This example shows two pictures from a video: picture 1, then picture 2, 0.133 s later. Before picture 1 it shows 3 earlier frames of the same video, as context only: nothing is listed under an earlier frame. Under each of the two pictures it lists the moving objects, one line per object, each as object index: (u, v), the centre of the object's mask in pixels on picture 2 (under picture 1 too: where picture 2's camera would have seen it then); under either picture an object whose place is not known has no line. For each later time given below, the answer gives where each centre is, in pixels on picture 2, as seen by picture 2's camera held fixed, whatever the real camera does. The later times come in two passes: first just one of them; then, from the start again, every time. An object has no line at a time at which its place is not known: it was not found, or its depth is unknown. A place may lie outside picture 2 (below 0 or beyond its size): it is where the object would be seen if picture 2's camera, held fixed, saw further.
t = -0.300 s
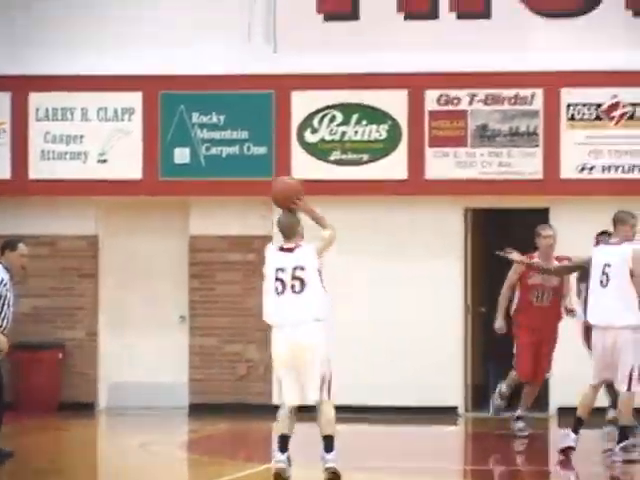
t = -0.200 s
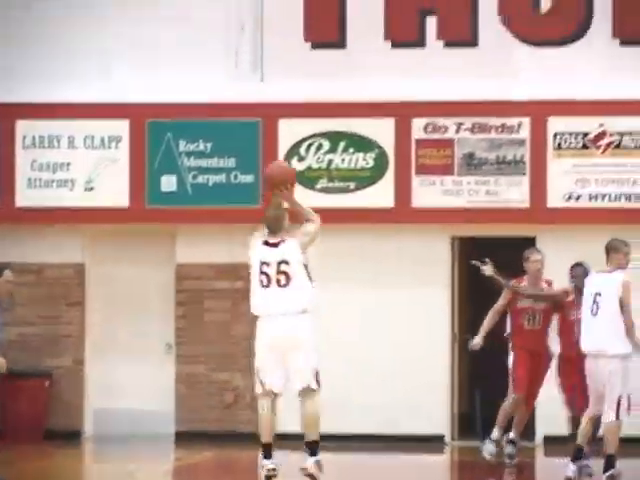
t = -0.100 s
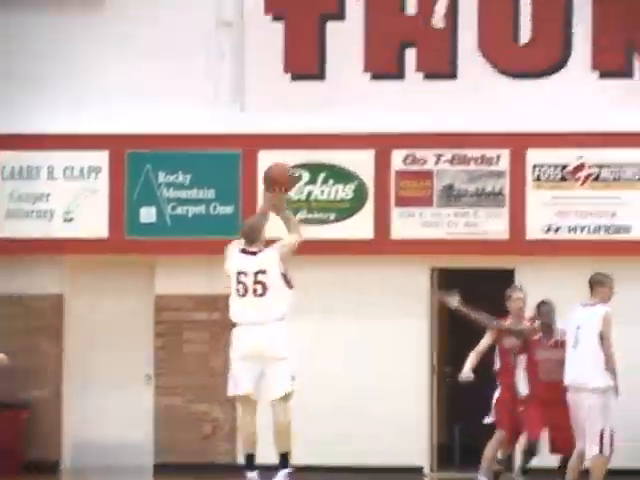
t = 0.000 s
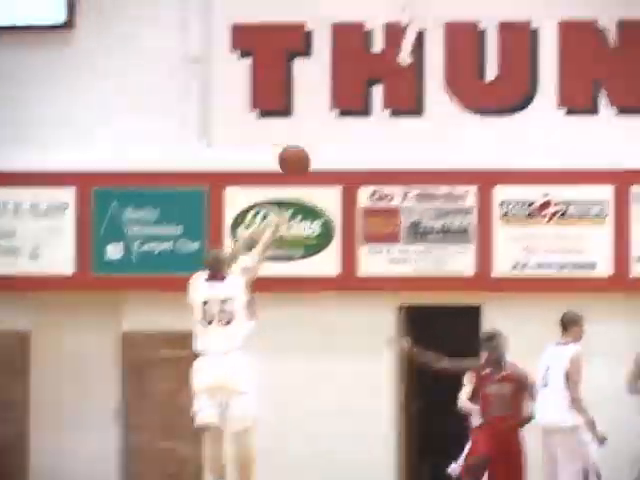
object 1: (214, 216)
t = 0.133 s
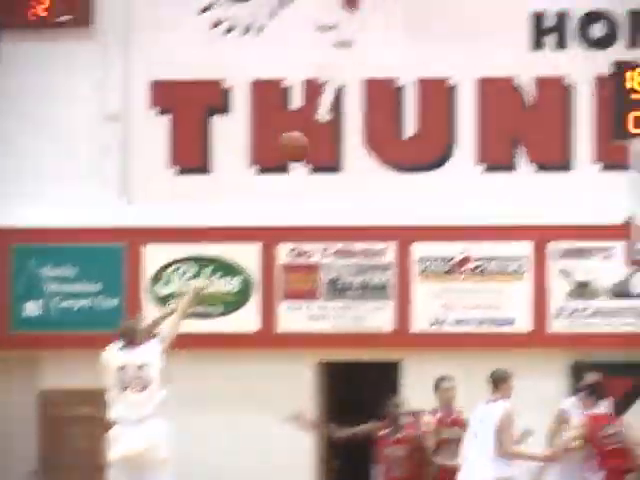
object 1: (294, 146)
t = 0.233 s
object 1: (348, 110)
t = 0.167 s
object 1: (312, 132)
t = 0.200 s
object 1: (330, 120)
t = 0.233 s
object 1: (348, 110)
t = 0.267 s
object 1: (367, 101)
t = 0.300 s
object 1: (387, 90)
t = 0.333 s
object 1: (405, 90)
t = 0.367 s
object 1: (420, 85)
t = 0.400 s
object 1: (439, 81)
